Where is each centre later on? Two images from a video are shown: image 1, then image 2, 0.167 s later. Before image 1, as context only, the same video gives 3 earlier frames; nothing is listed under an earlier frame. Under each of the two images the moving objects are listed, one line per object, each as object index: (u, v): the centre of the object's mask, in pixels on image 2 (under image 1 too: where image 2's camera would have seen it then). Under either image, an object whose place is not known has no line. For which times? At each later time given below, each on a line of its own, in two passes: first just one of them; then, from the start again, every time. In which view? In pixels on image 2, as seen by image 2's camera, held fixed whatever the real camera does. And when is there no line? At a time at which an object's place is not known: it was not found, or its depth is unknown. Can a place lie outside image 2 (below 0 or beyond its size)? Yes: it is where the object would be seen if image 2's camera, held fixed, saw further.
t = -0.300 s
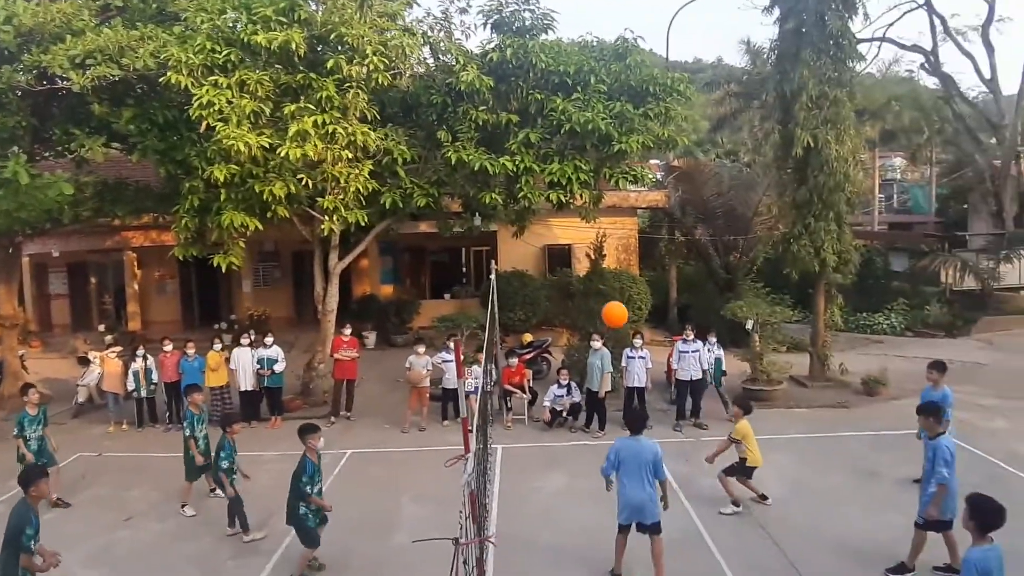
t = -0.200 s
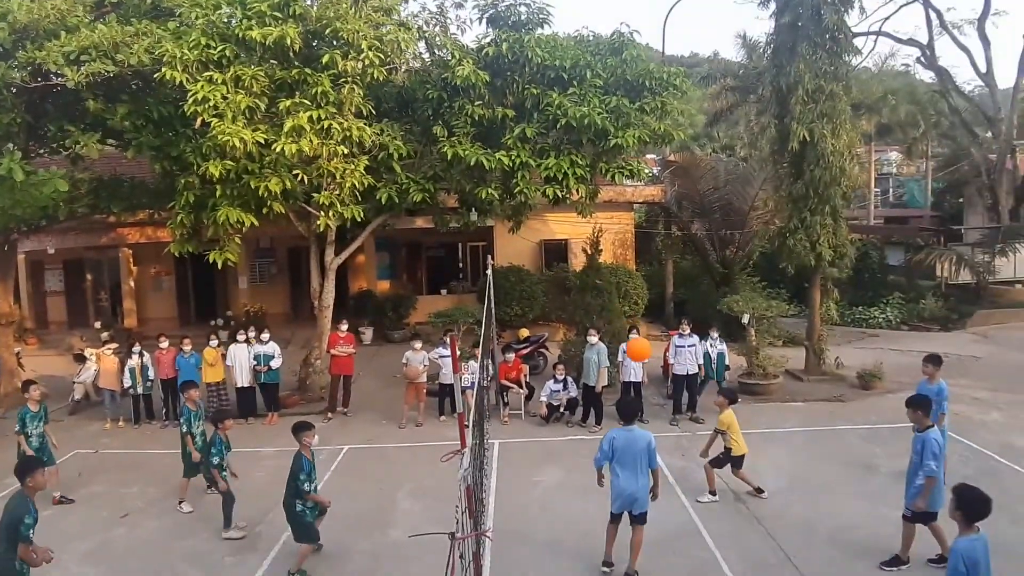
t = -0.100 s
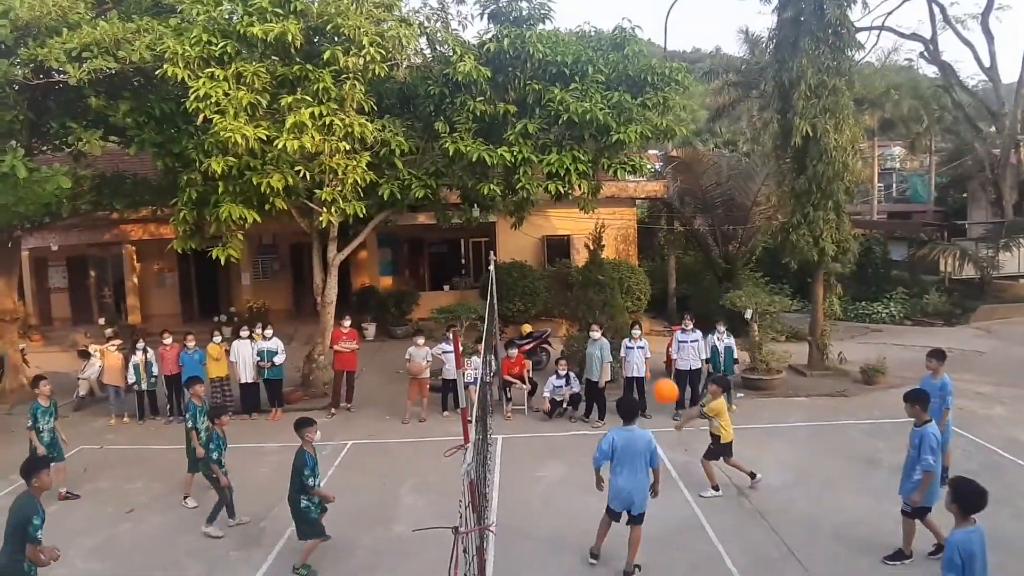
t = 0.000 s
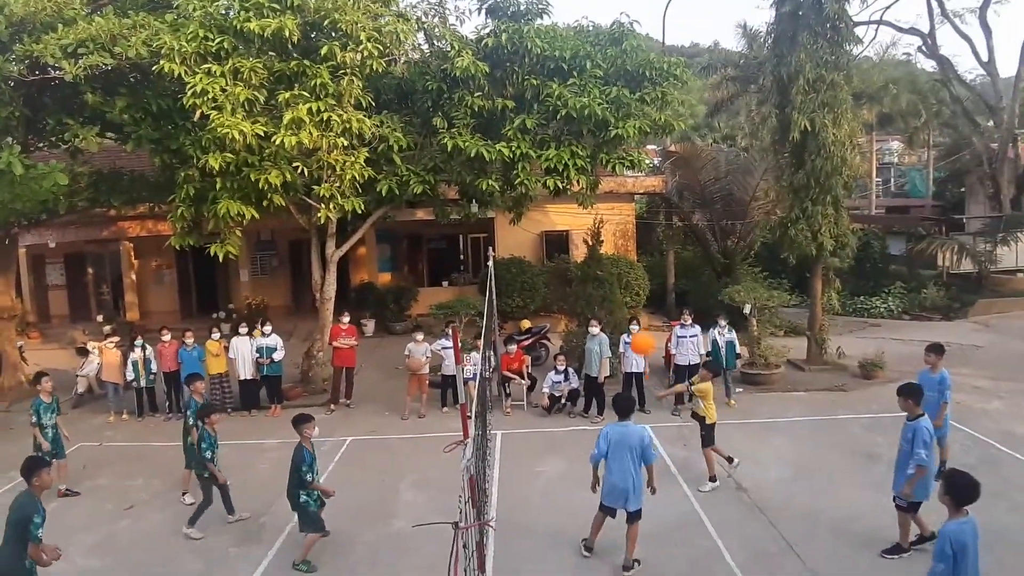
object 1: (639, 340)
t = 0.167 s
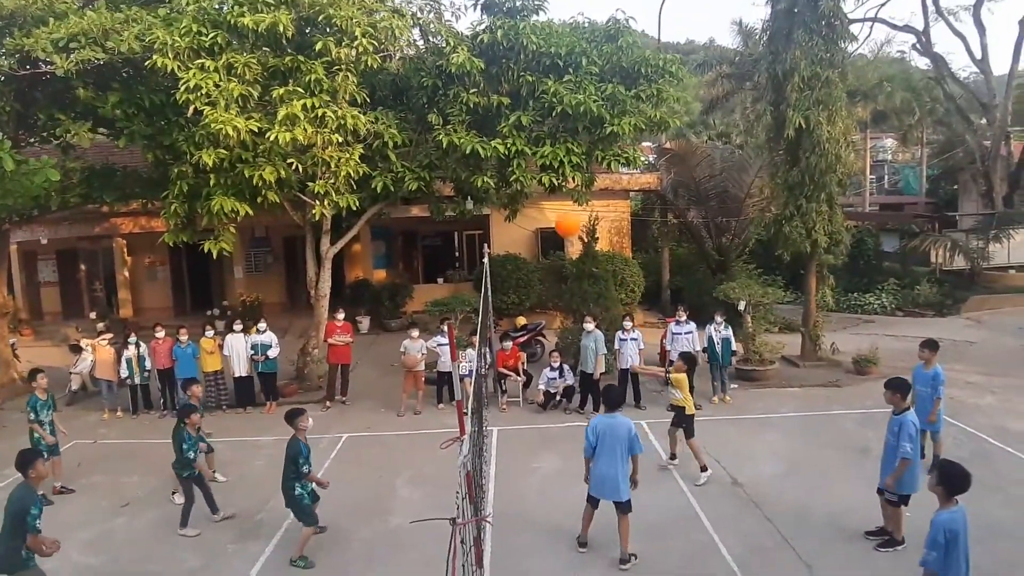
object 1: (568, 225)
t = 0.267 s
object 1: (524, 165)
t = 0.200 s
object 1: (554, 203)
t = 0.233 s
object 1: (540, 184)
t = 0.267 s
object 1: (524, 165)
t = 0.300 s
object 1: (510, 148)
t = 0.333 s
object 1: (496, 130)
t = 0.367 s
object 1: (481, 117)
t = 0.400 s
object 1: (466, 102)
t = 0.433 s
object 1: (453, 88)
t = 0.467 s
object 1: (438, 77)
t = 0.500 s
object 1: (424, 66)
